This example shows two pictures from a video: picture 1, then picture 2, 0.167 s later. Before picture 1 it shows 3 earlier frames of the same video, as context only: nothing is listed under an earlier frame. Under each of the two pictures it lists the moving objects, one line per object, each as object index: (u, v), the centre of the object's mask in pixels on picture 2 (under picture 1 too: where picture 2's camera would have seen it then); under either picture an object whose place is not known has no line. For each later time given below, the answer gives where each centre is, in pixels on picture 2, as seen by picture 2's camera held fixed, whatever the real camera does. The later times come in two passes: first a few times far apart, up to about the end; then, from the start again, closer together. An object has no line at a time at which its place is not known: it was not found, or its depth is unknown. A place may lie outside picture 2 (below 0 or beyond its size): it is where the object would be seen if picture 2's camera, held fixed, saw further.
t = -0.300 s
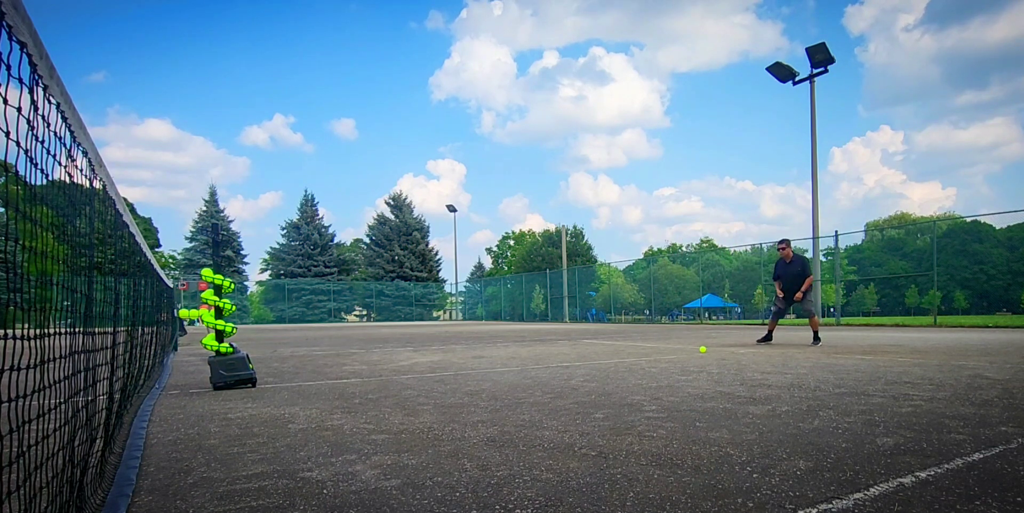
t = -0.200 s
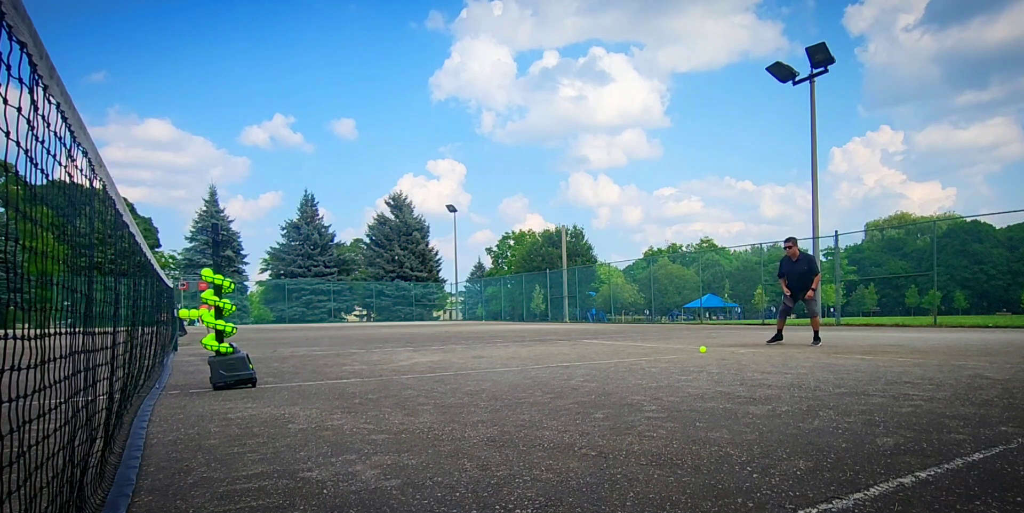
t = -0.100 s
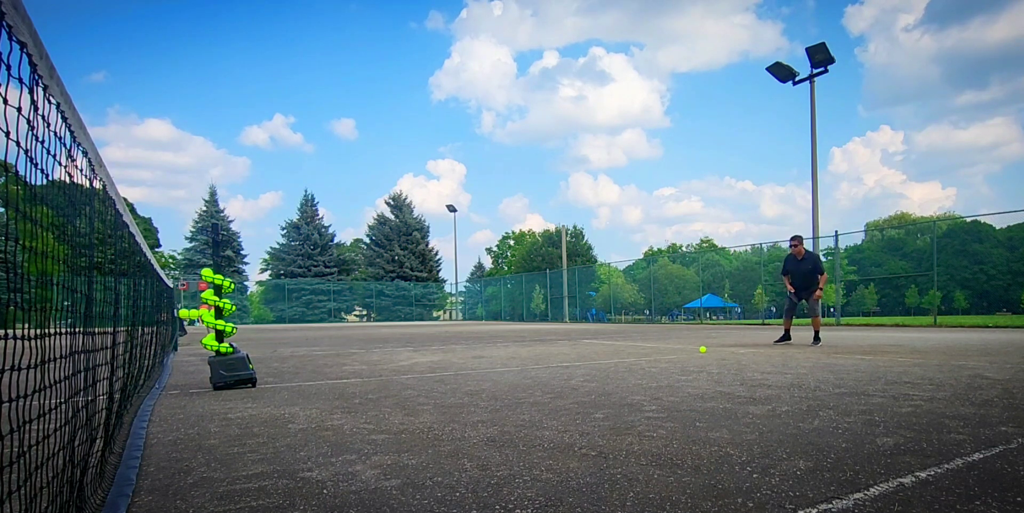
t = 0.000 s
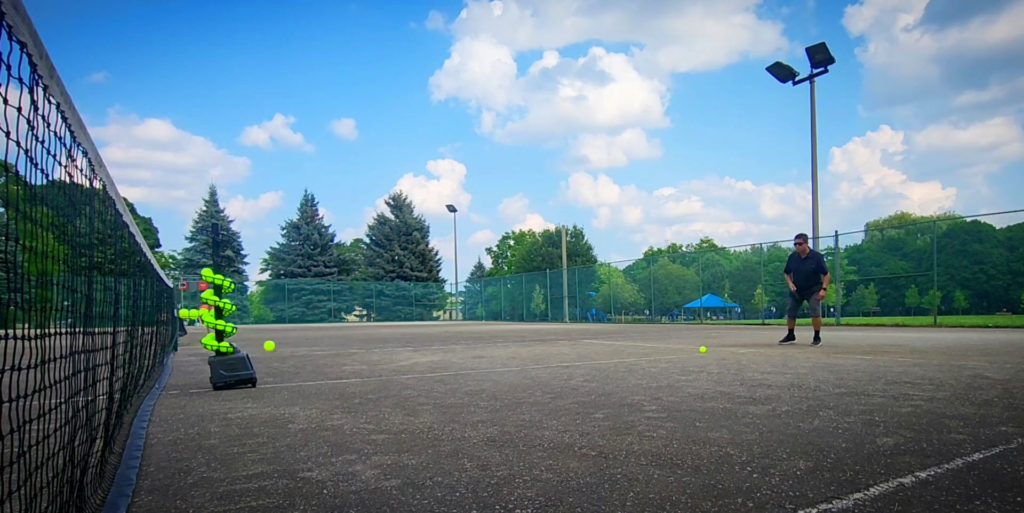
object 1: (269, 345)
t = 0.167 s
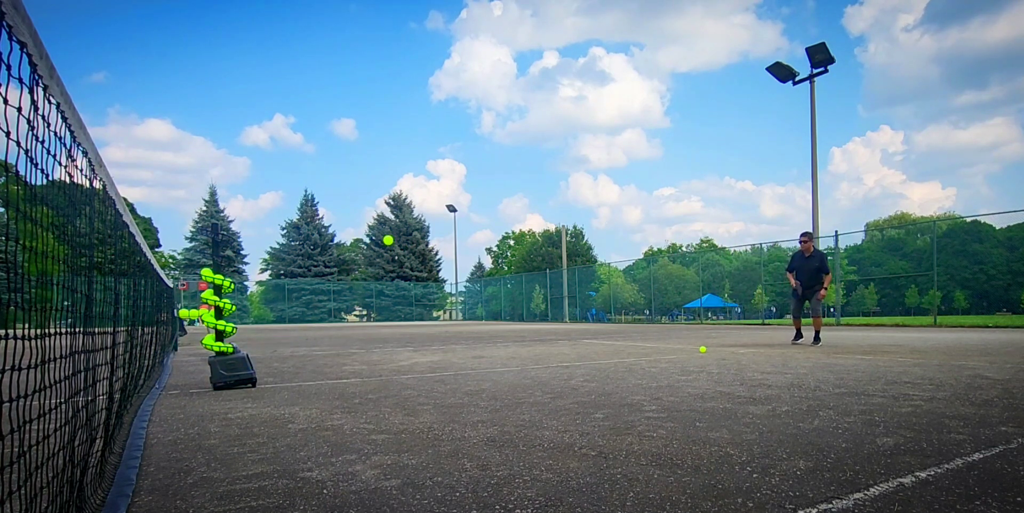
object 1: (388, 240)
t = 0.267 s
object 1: (452, 201)
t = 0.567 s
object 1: (615, 167)
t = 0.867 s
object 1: (743, 231)
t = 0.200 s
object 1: (410, 225)
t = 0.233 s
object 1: (431, 212)
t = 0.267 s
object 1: (452, 201)
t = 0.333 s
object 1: (491, 183)
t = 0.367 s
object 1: (510, 176)
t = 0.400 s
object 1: (529, 172)
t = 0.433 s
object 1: (547, 168)
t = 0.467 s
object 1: (565, 166)
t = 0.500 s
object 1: (582, 165)
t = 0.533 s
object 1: (598, 166)
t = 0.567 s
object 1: (615, 167)
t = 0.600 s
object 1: (630, 170)
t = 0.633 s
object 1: (646, 174)
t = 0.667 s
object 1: (661, 179)
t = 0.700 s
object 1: (675, 185)
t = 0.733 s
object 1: (690, 192)
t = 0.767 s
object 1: (703, 200)
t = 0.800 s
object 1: (717, 210)
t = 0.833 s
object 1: (730, 220)
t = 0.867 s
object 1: (743, 231)
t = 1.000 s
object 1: (790, 282)
